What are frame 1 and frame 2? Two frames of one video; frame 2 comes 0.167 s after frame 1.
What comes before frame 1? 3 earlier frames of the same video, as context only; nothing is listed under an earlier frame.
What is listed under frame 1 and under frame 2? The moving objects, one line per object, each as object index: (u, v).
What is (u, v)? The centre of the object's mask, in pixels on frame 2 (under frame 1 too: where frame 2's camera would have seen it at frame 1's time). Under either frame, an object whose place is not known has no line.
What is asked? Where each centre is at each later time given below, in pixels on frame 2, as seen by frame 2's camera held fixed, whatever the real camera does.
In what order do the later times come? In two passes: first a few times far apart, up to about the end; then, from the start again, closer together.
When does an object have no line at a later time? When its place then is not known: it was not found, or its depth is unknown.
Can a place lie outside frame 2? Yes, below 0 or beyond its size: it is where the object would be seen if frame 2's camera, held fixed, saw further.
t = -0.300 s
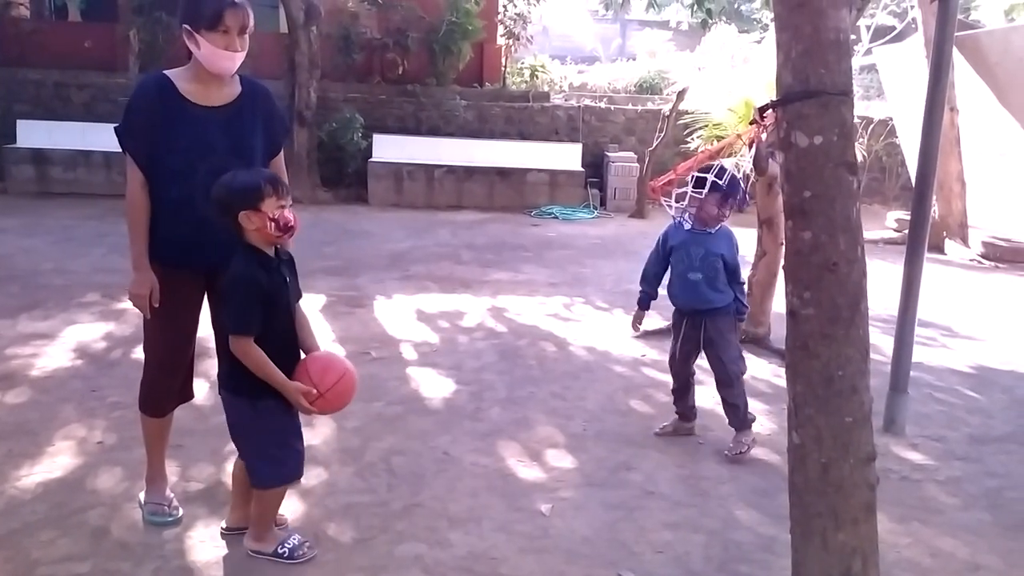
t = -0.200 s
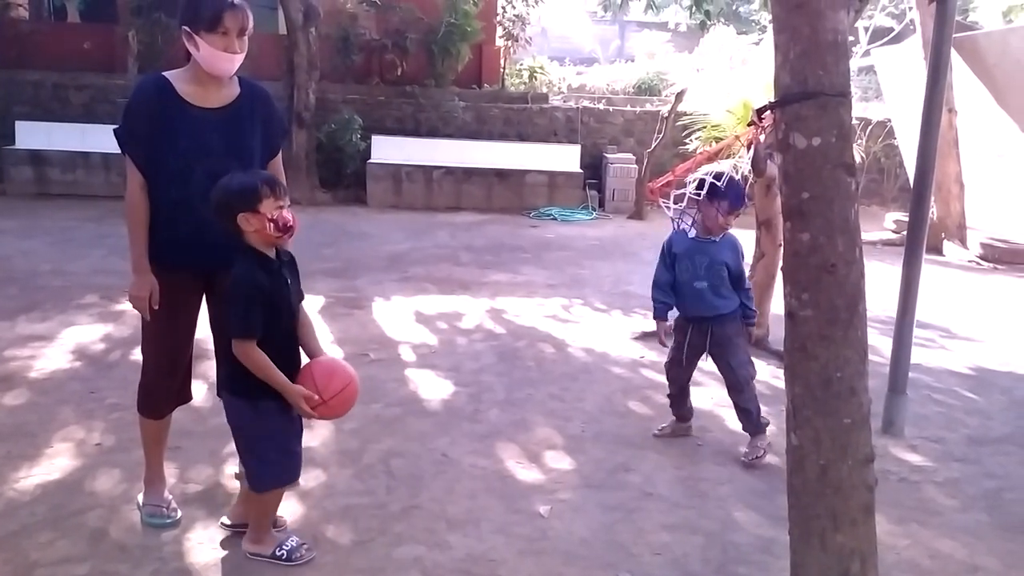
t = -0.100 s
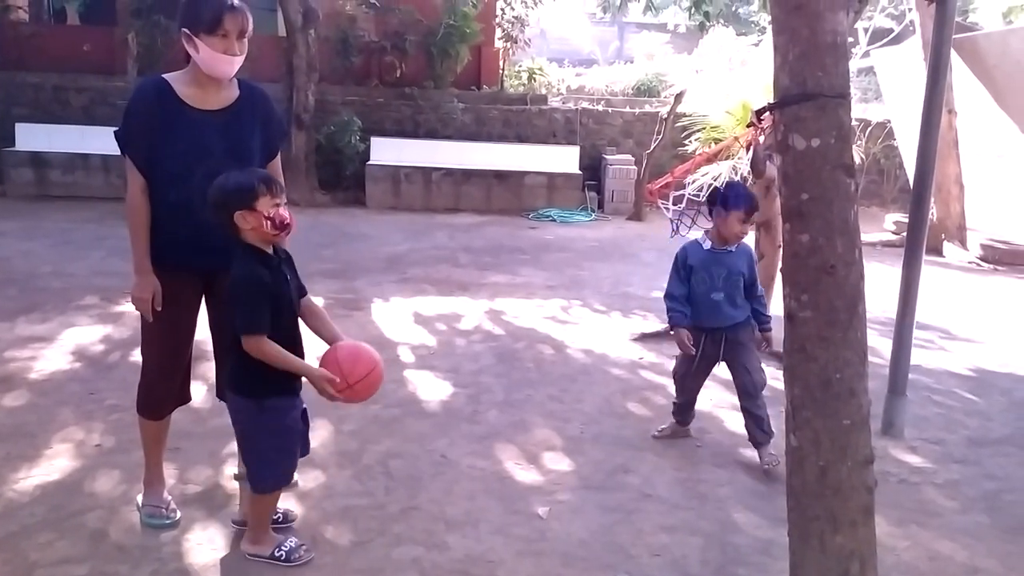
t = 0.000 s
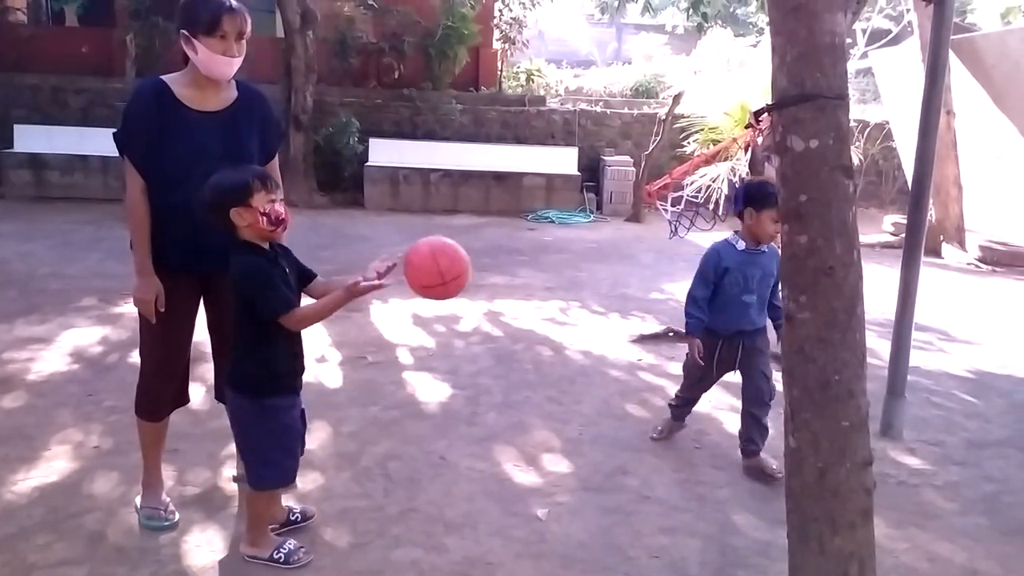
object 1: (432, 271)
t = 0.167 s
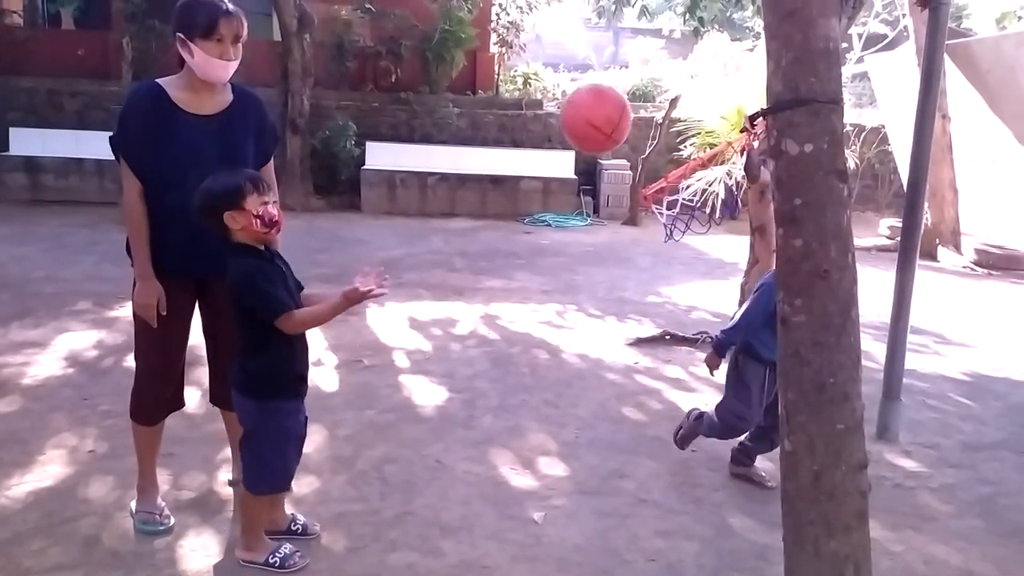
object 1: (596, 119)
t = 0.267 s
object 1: (697, 70)
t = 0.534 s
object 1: (652, 161)
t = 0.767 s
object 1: (593, 393)
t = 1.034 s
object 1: (543, 363)
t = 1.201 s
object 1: (515, 352)
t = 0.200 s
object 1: (629, 98)
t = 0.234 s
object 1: (663, 82)
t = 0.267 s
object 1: (697, 70)
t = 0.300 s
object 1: (730, 62)
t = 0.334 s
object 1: (729, 64)
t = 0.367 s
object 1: (717, 72)
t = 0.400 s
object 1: (704, 85)
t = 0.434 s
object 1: (691, 102)
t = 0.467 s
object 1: (679, 121)
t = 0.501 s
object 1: (666, 141)
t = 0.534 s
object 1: (652, 161)
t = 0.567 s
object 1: (641, 193)
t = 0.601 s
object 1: (636, 224)
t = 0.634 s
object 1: (626, 255)
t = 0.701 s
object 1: (609, 321)
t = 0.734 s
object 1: (601, 357)
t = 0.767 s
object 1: (593, 393)
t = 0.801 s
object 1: (585, 430)
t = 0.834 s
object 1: (577, 467)
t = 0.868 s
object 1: (571, 442)
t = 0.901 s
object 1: (566, 421)
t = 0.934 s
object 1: (561, 402)
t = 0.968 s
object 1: (555, 386)
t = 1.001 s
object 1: (549, 373)
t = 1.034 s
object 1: (543, 363)
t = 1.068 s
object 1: (537, 355)
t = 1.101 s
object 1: (531, 351)
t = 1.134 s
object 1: (526, 348)
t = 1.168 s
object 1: (520, 349)
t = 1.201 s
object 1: (515, 352)
